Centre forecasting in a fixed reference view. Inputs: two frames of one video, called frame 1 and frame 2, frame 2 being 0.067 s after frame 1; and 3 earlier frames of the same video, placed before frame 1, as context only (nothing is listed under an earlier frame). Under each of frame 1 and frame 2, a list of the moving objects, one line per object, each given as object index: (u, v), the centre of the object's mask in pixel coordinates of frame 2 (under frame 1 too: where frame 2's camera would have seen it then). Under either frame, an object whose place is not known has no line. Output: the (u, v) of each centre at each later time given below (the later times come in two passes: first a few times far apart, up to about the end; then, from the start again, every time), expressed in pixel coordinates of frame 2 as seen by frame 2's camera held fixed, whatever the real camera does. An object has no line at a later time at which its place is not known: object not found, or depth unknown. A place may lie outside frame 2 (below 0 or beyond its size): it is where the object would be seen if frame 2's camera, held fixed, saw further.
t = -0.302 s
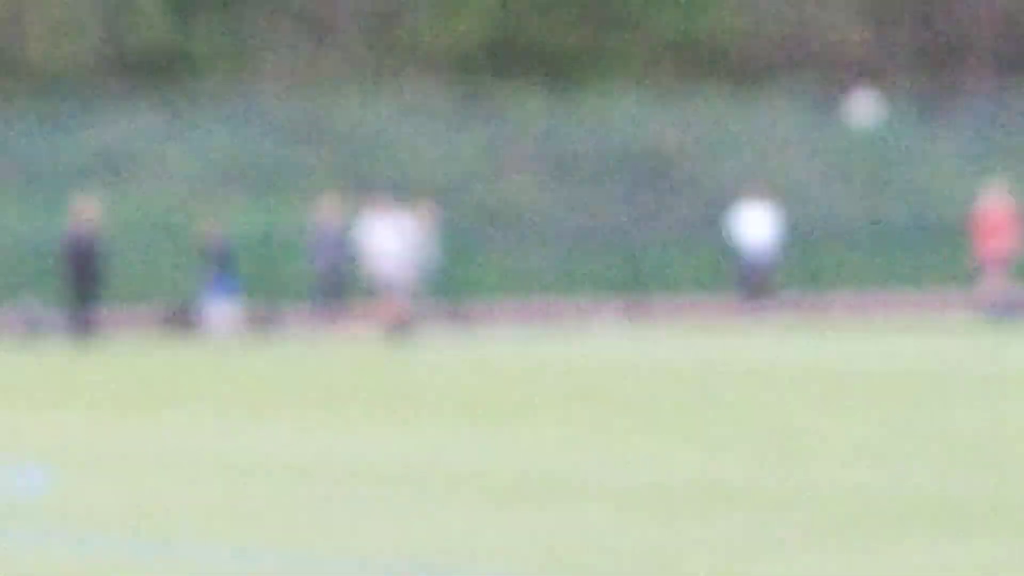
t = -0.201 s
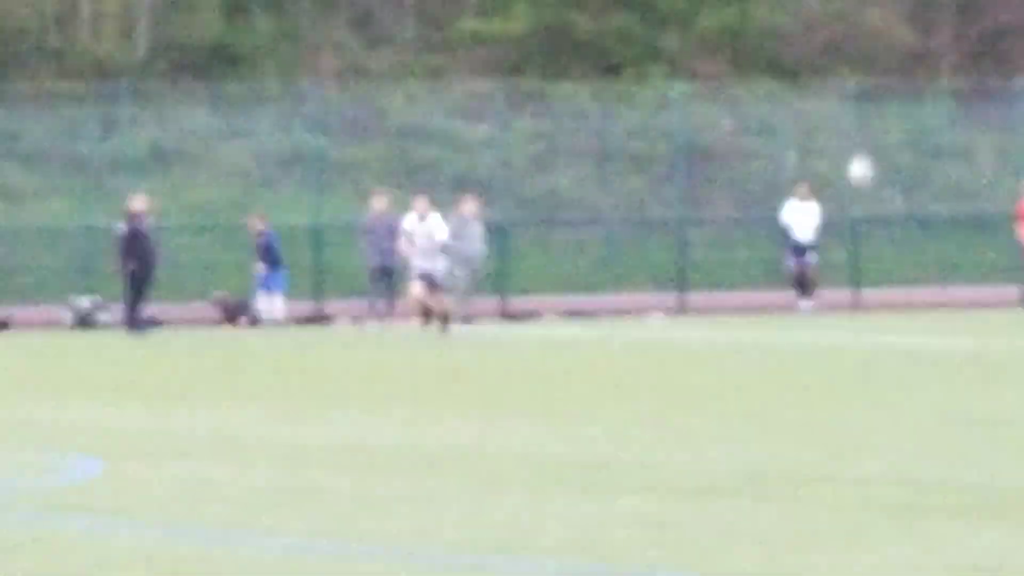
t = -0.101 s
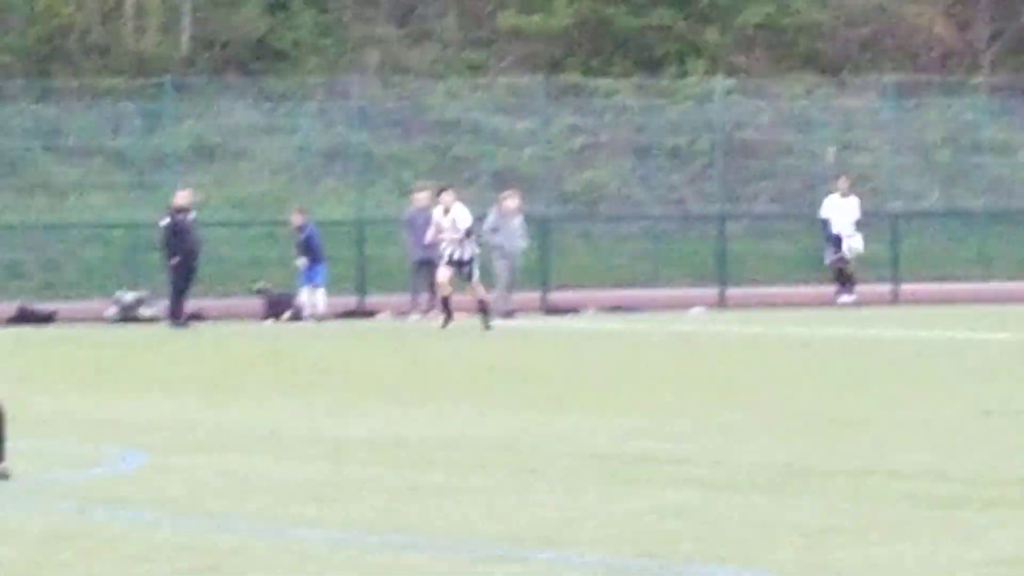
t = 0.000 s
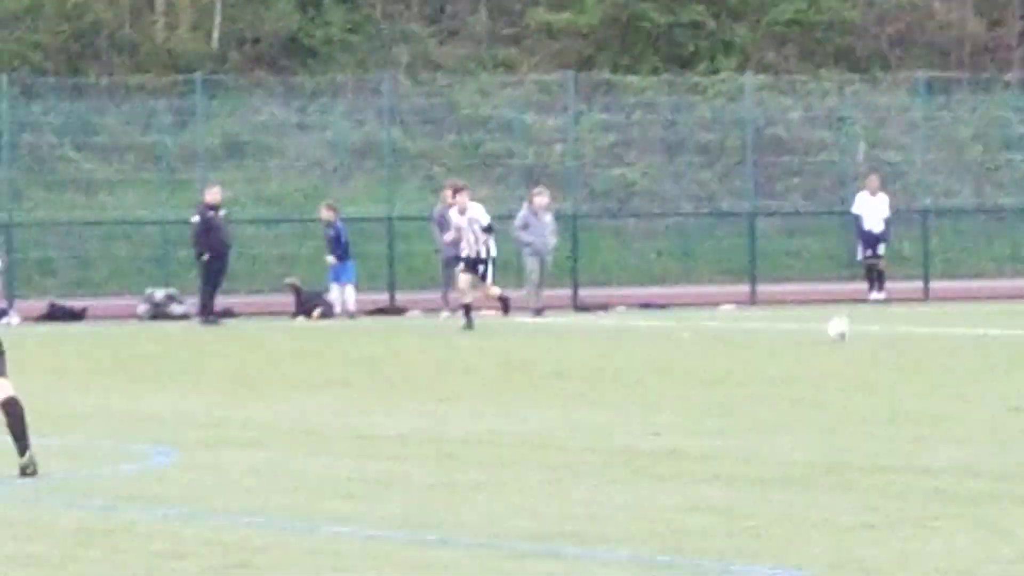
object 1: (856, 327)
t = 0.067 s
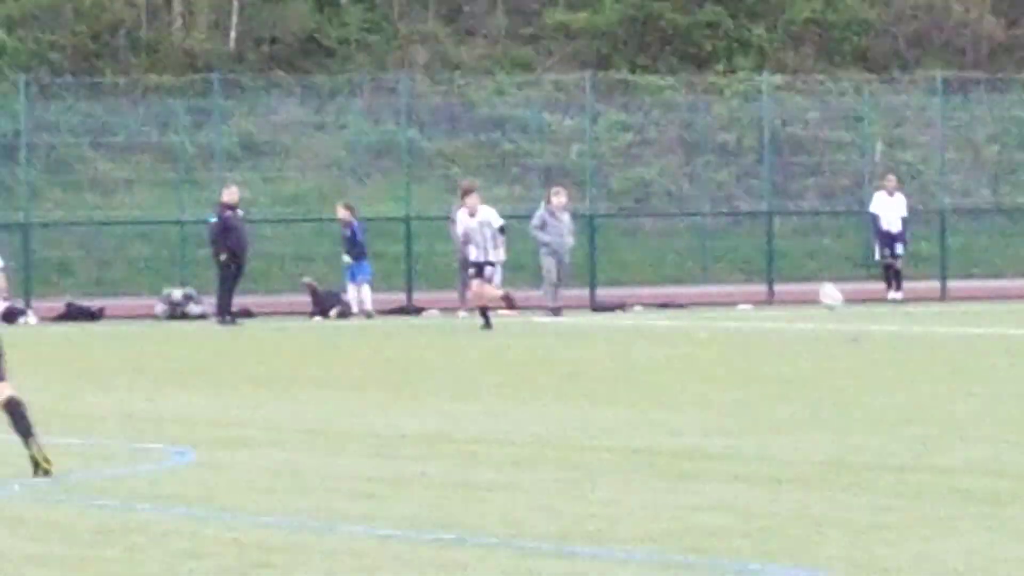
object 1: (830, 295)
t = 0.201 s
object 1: (783, 230)
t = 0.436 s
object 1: (699, 159)
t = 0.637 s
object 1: (627, 144)
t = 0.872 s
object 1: (546, 181)
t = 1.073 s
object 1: (477, 261)
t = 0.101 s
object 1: (818, 278)
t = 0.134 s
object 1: (807, 261)
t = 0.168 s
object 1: (794, 245)
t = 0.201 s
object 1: (783, 230)
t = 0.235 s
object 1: (771, 216)
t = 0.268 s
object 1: (758, 203)
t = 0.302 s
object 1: (747, 192)
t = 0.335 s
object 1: (735, 181)
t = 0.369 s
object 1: (723, 173)
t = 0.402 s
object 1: (711, 165)
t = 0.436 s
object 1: (699, 159)
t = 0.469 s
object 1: (687, 153)
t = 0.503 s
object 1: (675, 149)
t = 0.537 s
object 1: (663, 146)
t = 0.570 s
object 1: (651, 144)
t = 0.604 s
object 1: (640, 144)
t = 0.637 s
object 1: (627, 144)
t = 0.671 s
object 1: (616, 146)
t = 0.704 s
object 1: (605, 149)
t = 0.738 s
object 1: (592, 153)
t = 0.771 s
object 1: (580, 158)
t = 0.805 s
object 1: (569, 165)
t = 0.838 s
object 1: (558, 173)
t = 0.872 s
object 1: (546, 181)
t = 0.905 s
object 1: (535, 191)
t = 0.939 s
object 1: (523, 202)
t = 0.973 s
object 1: (511, 215)
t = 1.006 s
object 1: (500, 229)
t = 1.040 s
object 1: (489, 244)
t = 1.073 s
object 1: (477, 261)
